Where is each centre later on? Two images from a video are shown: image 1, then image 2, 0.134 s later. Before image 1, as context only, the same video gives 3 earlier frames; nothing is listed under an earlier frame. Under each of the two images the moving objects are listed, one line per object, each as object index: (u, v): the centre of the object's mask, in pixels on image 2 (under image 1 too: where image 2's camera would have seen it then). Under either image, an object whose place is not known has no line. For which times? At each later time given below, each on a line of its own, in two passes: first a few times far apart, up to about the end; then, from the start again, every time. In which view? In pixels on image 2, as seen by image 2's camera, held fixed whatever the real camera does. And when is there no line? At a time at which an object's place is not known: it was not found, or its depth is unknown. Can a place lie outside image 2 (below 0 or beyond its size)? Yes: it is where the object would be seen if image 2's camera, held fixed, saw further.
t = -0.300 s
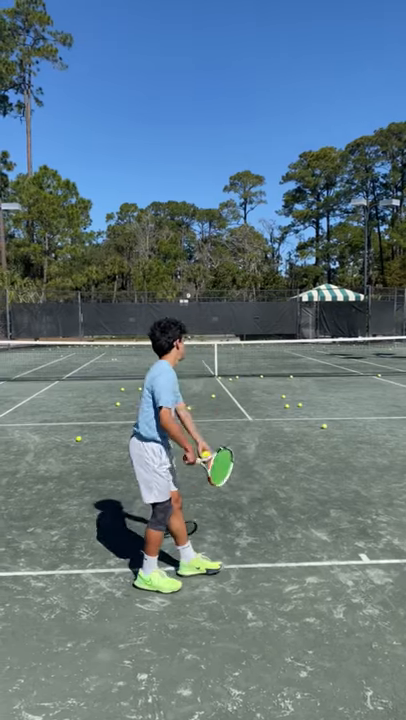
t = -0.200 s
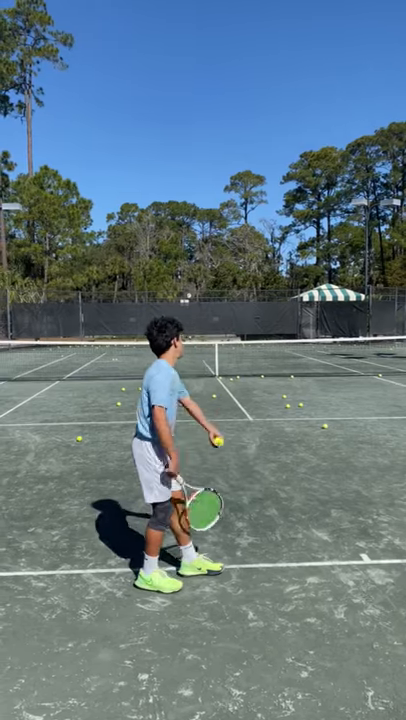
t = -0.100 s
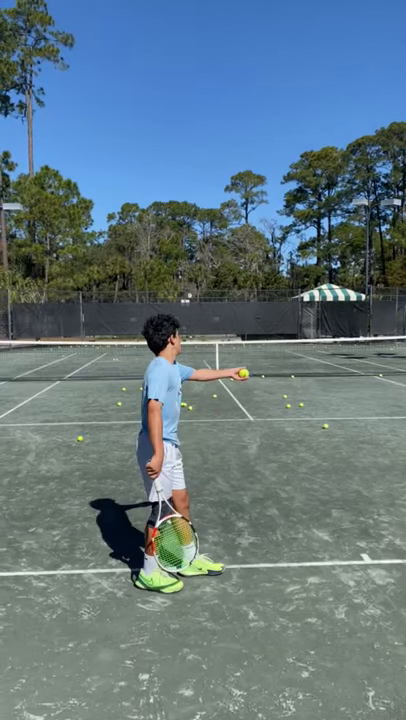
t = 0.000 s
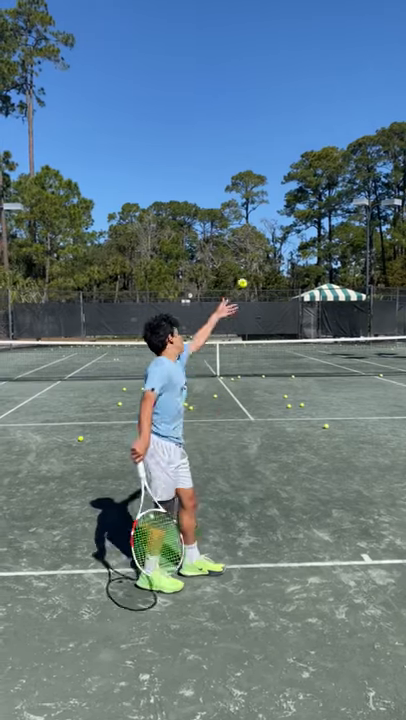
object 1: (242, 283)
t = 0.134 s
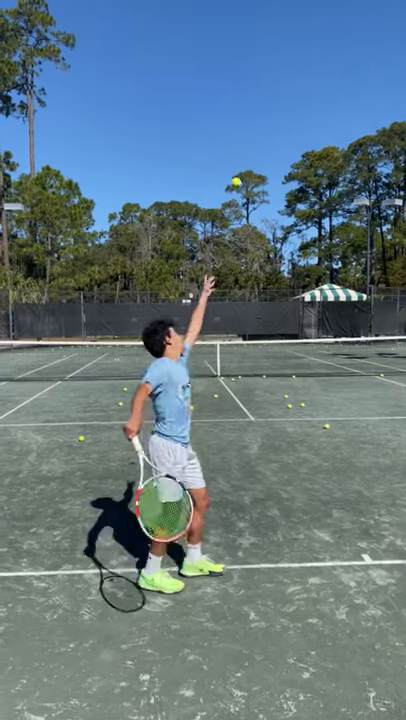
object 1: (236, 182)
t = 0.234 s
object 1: (230, 124)
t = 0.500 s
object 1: (216, 47)
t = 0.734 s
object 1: (202, 60)
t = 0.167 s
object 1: (234, 162)
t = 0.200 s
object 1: (232, 142)
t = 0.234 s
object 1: (230, 124)
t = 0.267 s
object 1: (228, 108)
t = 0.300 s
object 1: (227, 94)
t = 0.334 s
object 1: (226, 88)
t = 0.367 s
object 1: (223, 76)
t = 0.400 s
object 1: (222, 66)
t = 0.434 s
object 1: (220, 58)
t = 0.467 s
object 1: (218, 51)
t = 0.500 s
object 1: (216, 47)
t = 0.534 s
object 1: (214, 44)
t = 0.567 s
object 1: (212, 42)
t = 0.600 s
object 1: (210, 42)
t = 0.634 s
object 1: (208, 44)
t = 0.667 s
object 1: (206, 48)
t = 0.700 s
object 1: (204, 53)
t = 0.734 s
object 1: (202, 60)
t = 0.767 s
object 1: (200, 69)
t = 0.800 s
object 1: (198, 79)
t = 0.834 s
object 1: (197, 91)
